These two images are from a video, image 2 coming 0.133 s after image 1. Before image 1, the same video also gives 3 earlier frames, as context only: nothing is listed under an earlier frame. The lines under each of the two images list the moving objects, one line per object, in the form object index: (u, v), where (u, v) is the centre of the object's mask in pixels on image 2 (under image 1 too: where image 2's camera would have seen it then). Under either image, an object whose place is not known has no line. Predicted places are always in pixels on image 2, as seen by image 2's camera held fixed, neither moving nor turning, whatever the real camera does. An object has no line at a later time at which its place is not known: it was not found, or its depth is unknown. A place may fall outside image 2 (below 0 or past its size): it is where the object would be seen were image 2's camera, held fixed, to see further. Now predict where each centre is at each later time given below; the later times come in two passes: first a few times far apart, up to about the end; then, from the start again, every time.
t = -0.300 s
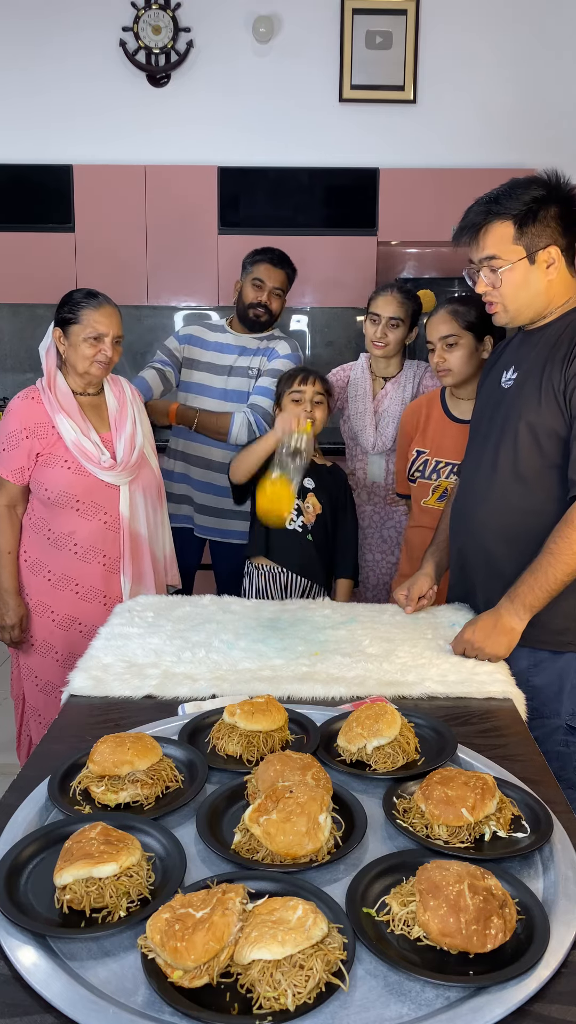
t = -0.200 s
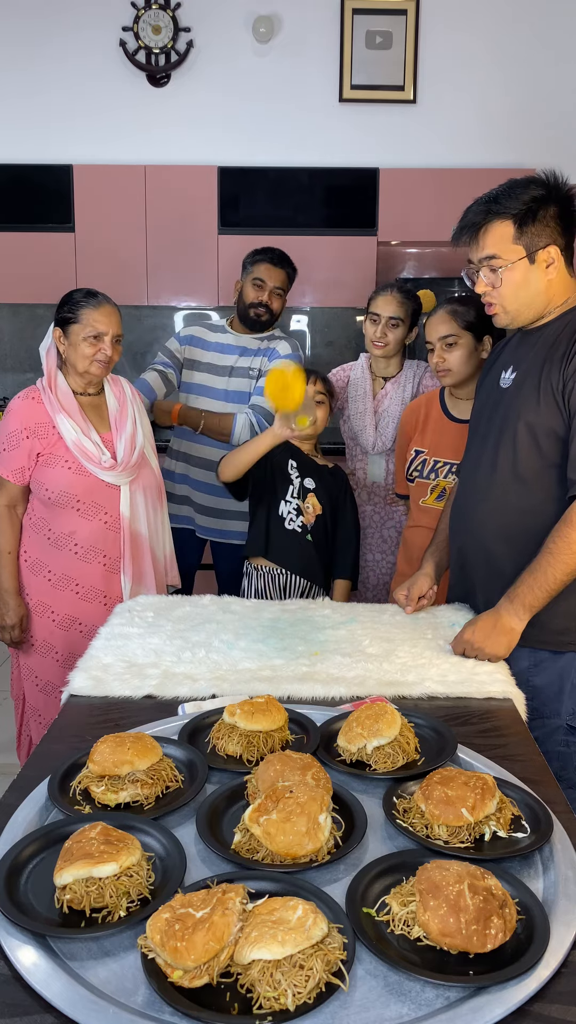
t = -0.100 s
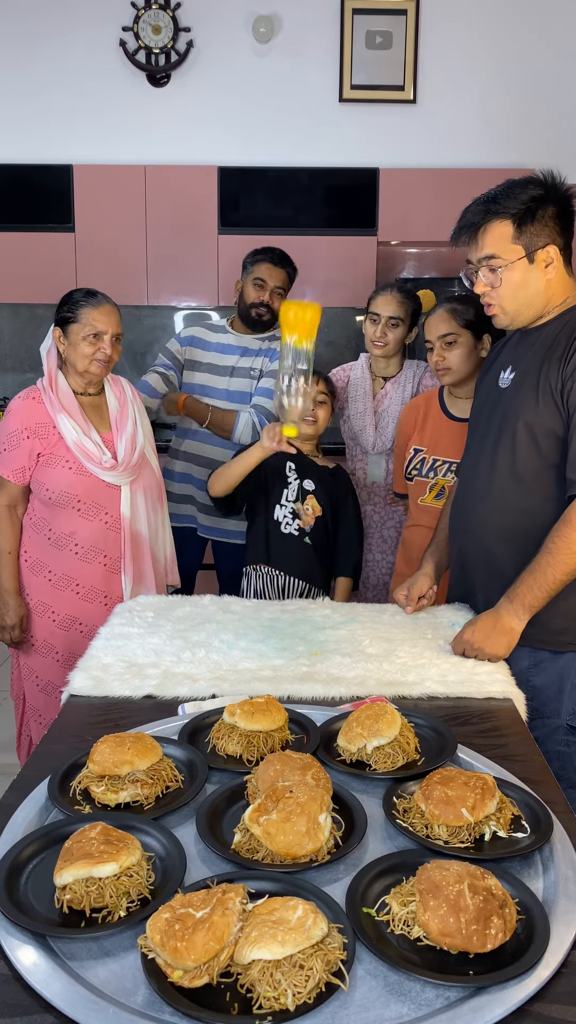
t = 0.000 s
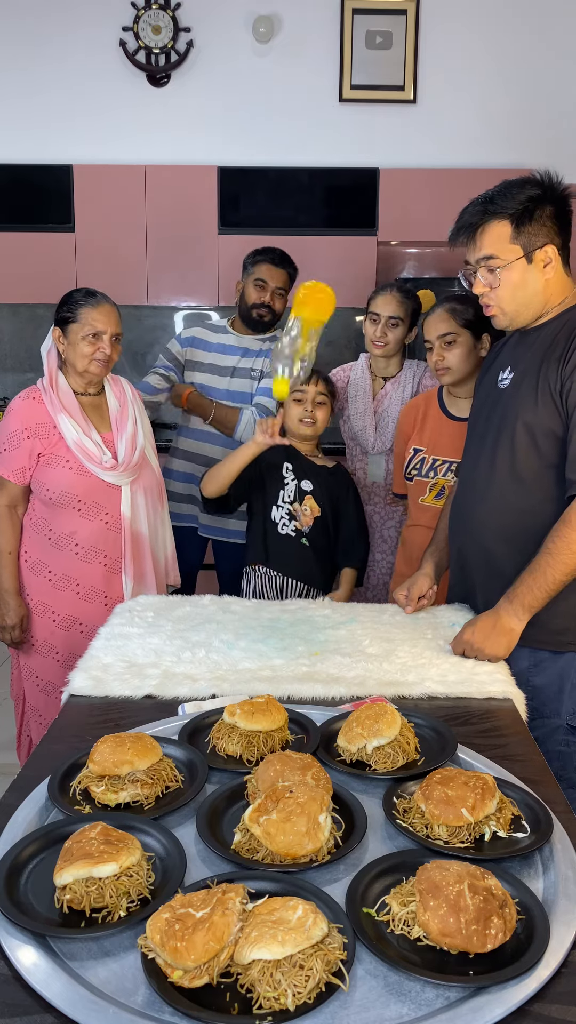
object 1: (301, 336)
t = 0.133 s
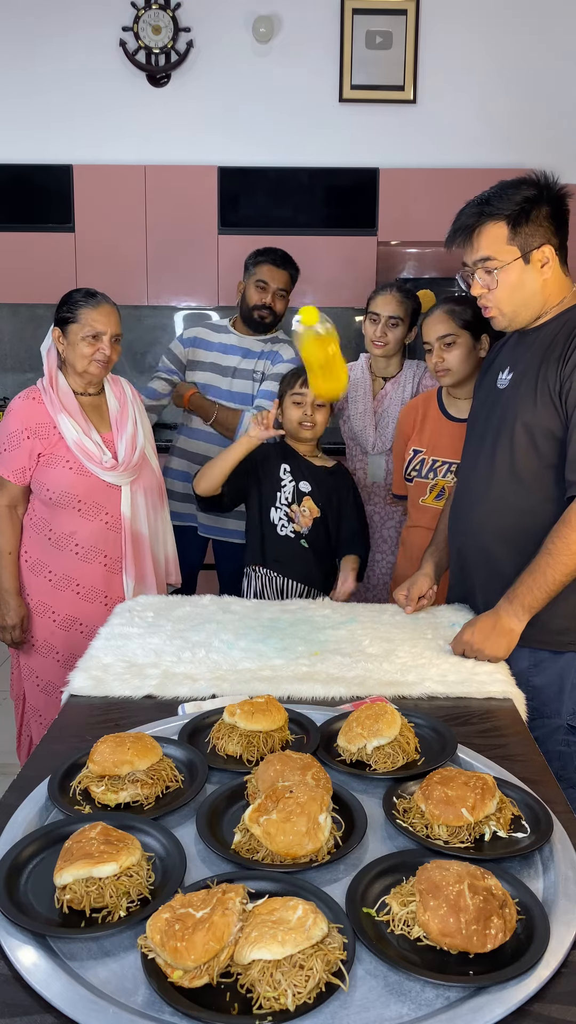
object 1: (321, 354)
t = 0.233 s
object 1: (336, 439)
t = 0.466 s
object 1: (350, 563)
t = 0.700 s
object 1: (343, 563)
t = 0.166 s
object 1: (326, 374)
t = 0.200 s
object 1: (331, 402)
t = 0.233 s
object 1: (336, 439)
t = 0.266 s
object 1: (340, 481)
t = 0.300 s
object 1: (343, 527)
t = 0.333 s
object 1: (347, 559)
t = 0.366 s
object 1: (348, 562)
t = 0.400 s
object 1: (349, 563)
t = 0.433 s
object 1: (349, 563)
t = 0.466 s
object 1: (350, 563)
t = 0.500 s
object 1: (349, 563)
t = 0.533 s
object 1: (348, 563)
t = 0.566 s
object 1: (347, 563)
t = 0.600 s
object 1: (346, 563)
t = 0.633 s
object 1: (345, 563)
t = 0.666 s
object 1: (344, 563)
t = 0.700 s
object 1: (343, 563)
